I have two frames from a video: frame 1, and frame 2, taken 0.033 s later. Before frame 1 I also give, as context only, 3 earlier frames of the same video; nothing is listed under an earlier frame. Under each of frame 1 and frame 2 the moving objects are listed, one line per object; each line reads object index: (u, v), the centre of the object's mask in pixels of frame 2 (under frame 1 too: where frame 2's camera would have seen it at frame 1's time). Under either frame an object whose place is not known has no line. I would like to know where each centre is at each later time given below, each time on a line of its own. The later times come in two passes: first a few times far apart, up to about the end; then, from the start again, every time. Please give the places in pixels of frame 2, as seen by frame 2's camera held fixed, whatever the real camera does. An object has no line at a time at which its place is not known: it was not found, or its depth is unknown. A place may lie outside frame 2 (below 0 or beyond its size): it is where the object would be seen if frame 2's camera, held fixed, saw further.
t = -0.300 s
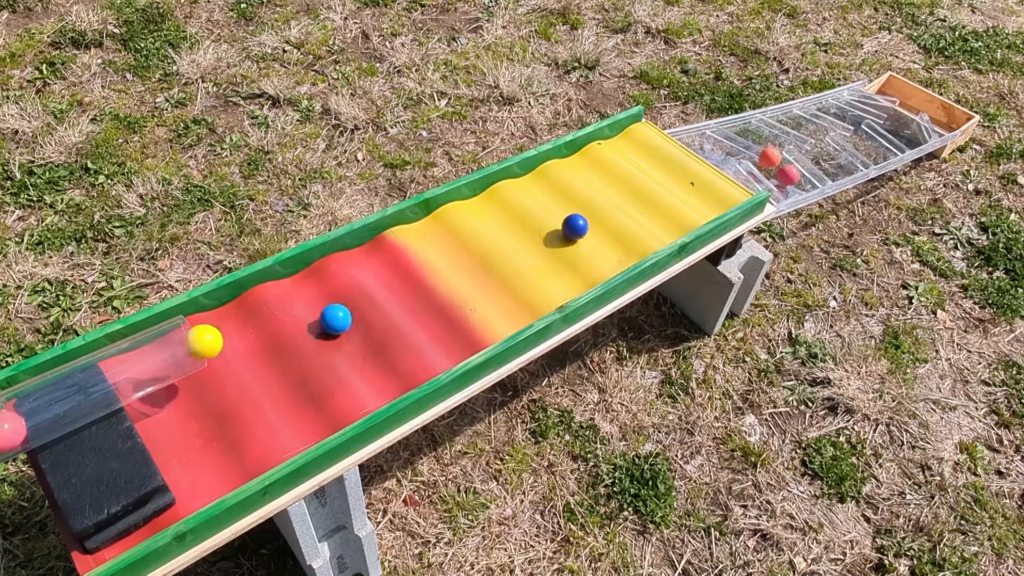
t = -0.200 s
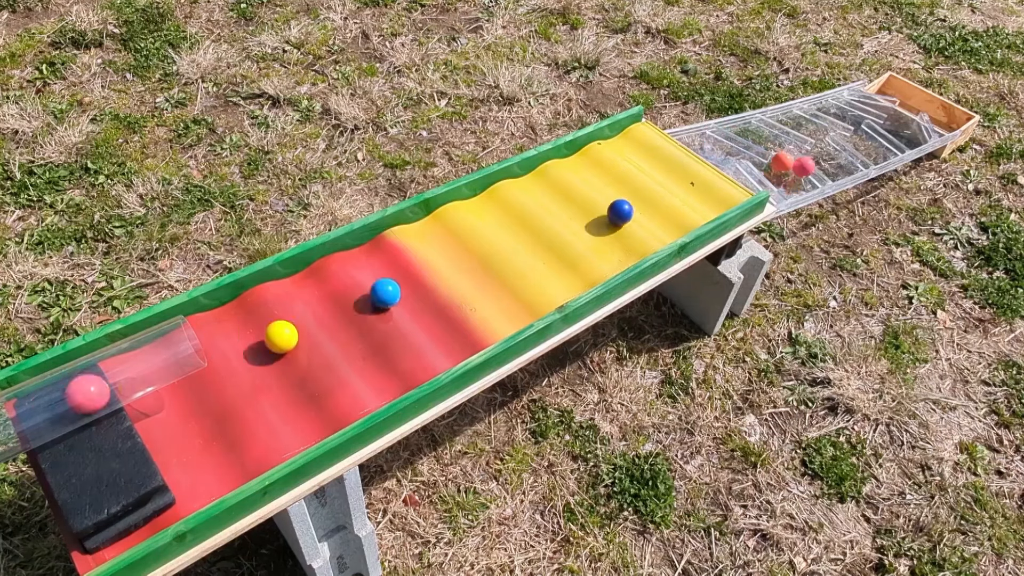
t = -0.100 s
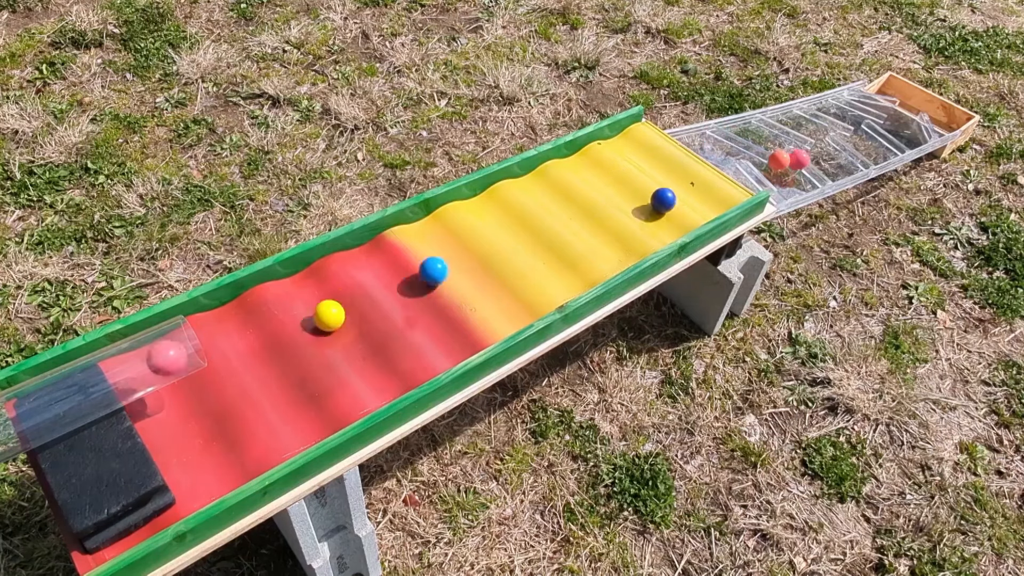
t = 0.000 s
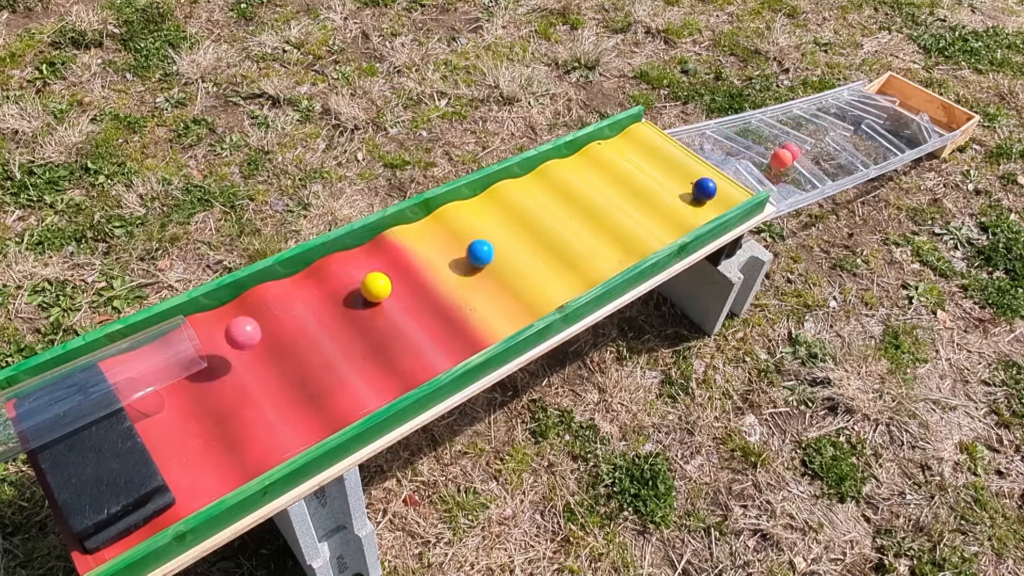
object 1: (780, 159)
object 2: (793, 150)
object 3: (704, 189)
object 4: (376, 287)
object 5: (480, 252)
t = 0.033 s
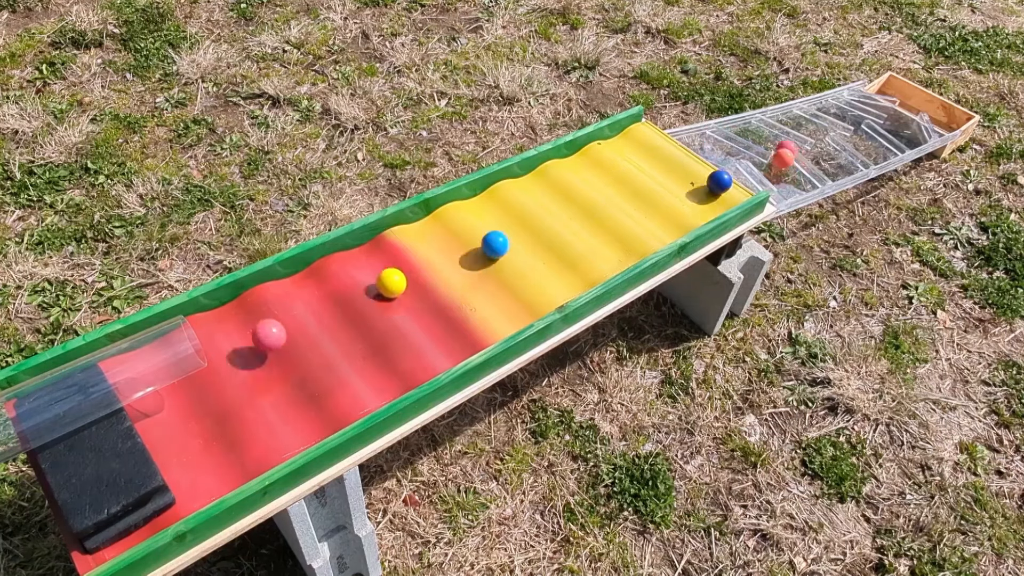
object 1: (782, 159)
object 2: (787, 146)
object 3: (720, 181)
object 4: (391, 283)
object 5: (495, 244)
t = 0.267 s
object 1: (788, 152)
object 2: (768, 127)
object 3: (793, 179)
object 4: (493, 229)
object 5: (592, 206)
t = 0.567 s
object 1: (774, 136)
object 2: (760, 119)
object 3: (787, 154)
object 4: (607, 181)
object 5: (705, 158)
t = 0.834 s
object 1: (787, 128)
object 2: (758, 118)
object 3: (772, 135)
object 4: (695, 141)
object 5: (743, 155)
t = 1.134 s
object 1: (809, 142)
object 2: (758, 118)
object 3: (780, 128)
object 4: (730, 153)
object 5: (708, 127)
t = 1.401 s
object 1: (844, 151)
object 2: (765, 121)
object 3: (794, 135)
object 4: (739, 142)
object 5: (720, 132)
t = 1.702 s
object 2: (782, 129)
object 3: (817, 145)
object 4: (752, 148)
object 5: (730, 134)
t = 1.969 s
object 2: (803, 139)
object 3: (830, 147)
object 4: (772, 159)
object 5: (733, 138)
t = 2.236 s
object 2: (833, 149)
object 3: (838, 137)
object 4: (800, 164)
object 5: (738, 142)
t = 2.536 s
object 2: (849, 151)
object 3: (819, 127)
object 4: (801, 163)
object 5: (754, 150)
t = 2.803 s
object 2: (843, 146)
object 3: (820, 116)
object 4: (802, 163)
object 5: (763, 154)
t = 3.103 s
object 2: (826, 132)
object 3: (840, 123)
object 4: (802, 163)
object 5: (761, 154)
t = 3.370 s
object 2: (811, 120)
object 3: (860, 133)
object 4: (802, 164)
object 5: (763, 155)
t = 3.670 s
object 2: (809, 112)
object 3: (881, 135)
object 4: (802, 164)
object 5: (779, 160)
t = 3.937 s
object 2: (808, 111)
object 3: (876, 130)
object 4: (799, 160)
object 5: (780, 159)
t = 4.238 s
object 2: (812, 112)
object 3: (859, 118)
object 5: (781, 159)
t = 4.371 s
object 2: (815, 113)
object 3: (852, 111)
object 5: (781, 159)
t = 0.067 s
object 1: (785, 159)
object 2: (782, 143)
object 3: (733, 176)
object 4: (407, 274)
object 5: (509, 238)
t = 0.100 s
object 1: (787, 157)
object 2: (778, 142)
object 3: (745, 174)
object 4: (422, 263)
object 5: (523, 236)
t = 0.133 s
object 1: (790, 157)
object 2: (776, 140)
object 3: (757, 171)
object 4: (436, 256)
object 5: (538, 228)
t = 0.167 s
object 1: (792, 155)
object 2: (774, 137)
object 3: (768, 173)
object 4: (450, 253)
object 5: (552, 220)
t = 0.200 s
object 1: (789, 155)
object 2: (771, 134)
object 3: (776, 178)
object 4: (466, 246)
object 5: (565, 216)
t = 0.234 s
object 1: (789, 154)
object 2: (769, 130)
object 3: (783, 182)
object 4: (479, 236)
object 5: (578, 214)
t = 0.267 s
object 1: (788, 152)
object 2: (768, 127)
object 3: (793, 179)
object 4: (493, 229)
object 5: (592, 206)
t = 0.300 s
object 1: (787, 151)
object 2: (767, 123)
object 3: (800, 180)
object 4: (506, 226)
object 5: (606, 198)
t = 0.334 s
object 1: (786, 150)
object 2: (765, 120)
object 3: (804, 181)
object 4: (521, 220)
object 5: (618, 195)
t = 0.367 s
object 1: (785, 148)
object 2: (761, 120)
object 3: (808, 178)
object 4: (534, 211)
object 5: (630, 193)
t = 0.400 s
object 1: (782, 146)
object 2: (758, 120)
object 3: (813, 173)
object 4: (546, 205)
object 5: (644, 185)
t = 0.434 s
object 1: (780, 144)
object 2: (756, 118)
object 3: (806, 164)
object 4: (558, 203)
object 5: (657, 178)
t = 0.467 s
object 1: (778, 142)
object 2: (757, 118)
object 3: (797, 161)
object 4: (571, 197)
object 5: (668, 176)
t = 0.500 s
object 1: (777, 140)
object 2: (758, 118)
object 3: (788, 159)
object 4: (584, 189)
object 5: (680, 173)
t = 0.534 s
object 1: (775, 138)
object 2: (759, 118)
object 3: (784, 155)
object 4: (596, 183)
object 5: (694, 163)
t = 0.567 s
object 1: (774, 136)
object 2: (760, 119)
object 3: (787, 154)
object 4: (607, 181)
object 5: (705, 158)
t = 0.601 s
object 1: (773, 134)
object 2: (760, 119)
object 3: (789, 152)
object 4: (619, 176)
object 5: (716, 155)
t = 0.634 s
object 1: (773, 131)
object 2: (761, 119)
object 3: (785, 150)
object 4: (631, 167)
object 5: (727, 150)
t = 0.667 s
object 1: (774, 130)
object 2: (760, 119)
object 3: (783, 149)
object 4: (643, 162)
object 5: (736, 149)
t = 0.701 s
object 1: (776, 129)
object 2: (760, 119)
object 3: (781, 146)
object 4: (652, 161)
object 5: (743, 153)
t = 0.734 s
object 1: (779, 128)
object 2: (759, 119)
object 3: (779, 144)
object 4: (664, 156)
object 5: (749, 161)
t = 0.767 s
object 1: (783, 127)
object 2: (758, 118)
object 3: (777, 141)
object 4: (676, 147)
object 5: (749, 159)
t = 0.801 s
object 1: (785, 127)
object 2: (758, 118)
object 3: (775, 139)
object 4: (686, 143)
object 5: (746, 157)
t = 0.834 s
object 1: (787, 128)
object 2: (758, 118)
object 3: (772, 135)
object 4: (695, 141)
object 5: (743, 155)
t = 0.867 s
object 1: (788, 130)
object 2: (758, 118)
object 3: (771, 132)
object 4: (705, 135)
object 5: (737, 155)
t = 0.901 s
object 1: (789, 132)
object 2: (758, 117)
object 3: (770, 129)
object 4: (712, 135)
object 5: (730, 154)
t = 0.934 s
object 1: (790, 133)
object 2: (756, 117)
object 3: (771, 128)
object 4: (719, 139)
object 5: (728, 153)
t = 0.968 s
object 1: (793, 134)
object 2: (756, 118)
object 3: (774, 128)
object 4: (723, 147)
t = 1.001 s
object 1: (796, 136)
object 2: (756, 118)
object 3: (775, 127)
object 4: (729, 154)
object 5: (722, 139)
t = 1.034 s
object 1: (800, 137)
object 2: (757, 118)
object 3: (777, 127)
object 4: (733, 153)
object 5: (722, 135)
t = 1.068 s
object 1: (803, 139)
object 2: (757, 118)
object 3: (777, 128)
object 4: (731, 151)
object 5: (719, 130)
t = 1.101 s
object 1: (806, 140)
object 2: (757, 118)
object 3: (779, 128)
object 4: (729, 152)
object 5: (715, 127)
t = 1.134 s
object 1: (809, 142)
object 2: (758, 118)
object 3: (780, 128)
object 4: (730, 153)
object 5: (708, 127)
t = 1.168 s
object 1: (813, 143)
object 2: (758, 118)
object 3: (781, 129)
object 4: (732, 154)
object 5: (709, 129)
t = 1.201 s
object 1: (816, 145)
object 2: (759, 118)
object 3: (783, 129)
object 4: (737, 156)
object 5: (711, 130)
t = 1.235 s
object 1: (820, 147)
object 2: (759, 118)
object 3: (784, 130)
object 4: (737, 145)
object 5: (712, 130)
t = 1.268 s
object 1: (824, 147)
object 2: (760, 119)
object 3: (786, 131)
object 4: (741, 142)
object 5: (715, 130)
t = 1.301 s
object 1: (829, 148)
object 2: (761, 120)
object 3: (788, 132)
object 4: (743, 139)
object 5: (716, 131)
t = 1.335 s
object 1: (834, 150)
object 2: (763, 120)
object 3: (790, 133)
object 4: (741, 140)
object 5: (717, 131)
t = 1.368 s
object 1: (839, 150)
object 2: (764, 121)
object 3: (792, 134)
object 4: (739, 142)
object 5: (719, 132)
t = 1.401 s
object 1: (844, 151)
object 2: (765, 121)
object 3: (794, 135)
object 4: (739, 142)
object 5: (720, 132)
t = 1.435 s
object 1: (848, 150)
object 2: (766, 122)
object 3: (796, 136)
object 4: (741, 141)
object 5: (721, 133)
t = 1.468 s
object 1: (848, 151)
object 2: (768, 123)
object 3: (798, 136)
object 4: (742, 141)
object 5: (723, 133)
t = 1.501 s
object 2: (769, 124)
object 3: (800, 137)
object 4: (743, 142)
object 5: (723, 134)
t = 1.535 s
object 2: (771, 125)
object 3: (803, 139)
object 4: (745, 142)
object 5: (724, 135)
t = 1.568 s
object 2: (773, 125)
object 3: (806, 140)
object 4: (746, 143)
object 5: (725, 135)
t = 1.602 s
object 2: (775, 126)
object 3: (808, 142)
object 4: (748, 144)
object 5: (726, 135)
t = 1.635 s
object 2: (777, 127)
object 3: (811, 143)
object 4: (749, 145)
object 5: (727, 134)
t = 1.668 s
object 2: (779, 128)
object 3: (814, 144)
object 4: (750, 147)
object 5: (728, 134)
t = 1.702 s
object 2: (782, 129)
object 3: (817, 145)
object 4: (752, 148)
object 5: (730, 134)
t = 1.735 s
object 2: (784, 130)
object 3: (821, 146)
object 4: (754, 149)
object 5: (729, 135)
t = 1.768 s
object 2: (787, 131)
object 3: (824, 147)
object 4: (756, 150)
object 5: (729, 135)
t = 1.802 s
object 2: (789, 132)
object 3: (829, 147)
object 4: (758, 151)
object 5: (729, 136)
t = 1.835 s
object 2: (791, 134)
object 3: (829, 148)
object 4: (760, 153)
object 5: (730, 136)
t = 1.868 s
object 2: (794, 135)
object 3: (829, 148)
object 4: (763, 154)
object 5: (730, 137)
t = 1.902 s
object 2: (797, 136)
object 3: (829, 148)
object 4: (765, 156)
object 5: (731, 137)
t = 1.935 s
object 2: (800, 137)
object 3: (830, 147)
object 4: (769, 157)
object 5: (732, 138)
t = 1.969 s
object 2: (803, 139)
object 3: (830, 147)
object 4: (772, 159)
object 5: (733, 138)
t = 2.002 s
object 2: (806, 140)
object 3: (830, 147)
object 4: (776, 160)
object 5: (733, 139)
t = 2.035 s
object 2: (808, 142)
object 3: (831, 146)
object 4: (779, 161)
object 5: (734, 139)
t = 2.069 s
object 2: (812, 143)
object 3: (832, 146)
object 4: (785, 162)
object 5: (734, 139)
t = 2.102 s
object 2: (816, 145)
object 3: (834, 145)
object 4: (790, 163)
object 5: (735, 140)
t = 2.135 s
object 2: (820, 146)
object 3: (836, 144)
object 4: (794, 164)
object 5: (735, 140)
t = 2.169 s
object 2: (824, 147)
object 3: (838, 142)
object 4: (800, 164)
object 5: (736, 141)
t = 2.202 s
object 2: (828, 148)
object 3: (840, 139)
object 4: (801, 163)
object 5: (737, 141)
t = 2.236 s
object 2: (833, 149)
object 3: (838, 137)
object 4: (800, 164)
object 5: (738, 142)
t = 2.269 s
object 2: (837, 150)
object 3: (833, 137)
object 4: (801, 164)
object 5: (739, 142)
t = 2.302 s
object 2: (842, 150)
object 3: (832, 138)
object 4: (801, 164)
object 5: (740, 143)
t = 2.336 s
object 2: (848, 151)
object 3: (831, 137)
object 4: (801, 164)
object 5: (743, 144)
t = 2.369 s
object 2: (849, 150)
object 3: (829, 135)
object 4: (802, 164)
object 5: (744, 145)
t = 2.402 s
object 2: (848, 151)
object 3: (827, 134)
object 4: (803, 164)
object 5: (746, 145)
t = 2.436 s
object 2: (848, 151)
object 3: (826, 132)
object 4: (803, 164)
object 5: (748, 146)
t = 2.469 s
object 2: (849, 151)
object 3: (823, 131)
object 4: (803, 164)
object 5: (750, 147)
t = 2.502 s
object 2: (849, 151)
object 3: (821, 129)
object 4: (802, 163)
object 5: (752, 149)
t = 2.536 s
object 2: (849, 151)
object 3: (819, 127)
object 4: (801, 163)
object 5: (754, 150)
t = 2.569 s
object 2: (849, 151)
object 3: (817, 125)
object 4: (801, 163)
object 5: (757, 151)
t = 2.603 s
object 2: (849, 151)
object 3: (816, 123)
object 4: (801, 163)
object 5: (759, 152)
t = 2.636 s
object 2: (848, 150)
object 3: (815, 121)
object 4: (801, 163)
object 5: (761, 153)
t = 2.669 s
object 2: (847, 150)
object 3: (814, 118)
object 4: (801, 163)
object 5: (761, 154)
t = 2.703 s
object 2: (847, 149)
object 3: (814, 116)
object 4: (801, 163)
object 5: (762, 154)
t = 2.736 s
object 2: (845, 148)
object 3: (817, 115)
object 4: (801, 163)
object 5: (762, 154)
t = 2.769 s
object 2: (844, 147)
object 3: (819, 115)
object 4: (802, 163)
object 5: (763, 154)
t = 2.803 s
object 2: (843, 146)
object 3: (820, 116)
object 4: (802, 163)
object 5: (763, 154)
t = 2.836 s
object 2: (842, 145)
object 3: (822, 117)
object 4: (802, 163)
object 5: (762, 154)
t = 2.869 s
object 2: (840, 144)
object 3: (823, 118)
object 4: (802, 163)
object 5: (762, 154)
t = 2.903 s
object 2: (838, 143)
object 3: (826, 118)
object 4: (802, 163)
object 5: (762, 154)
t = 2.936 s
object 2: (836, 141)
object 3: (828, 119)
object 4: (802, 163)
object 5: (762, 154)
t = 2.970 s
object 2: (835, 139)
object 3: (830, 120)
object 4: (802, 163)
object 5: (761, 154)
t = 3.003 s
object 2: (832, 138)
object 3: (832, 121)
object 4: (802, 163)
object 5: (761, 154)
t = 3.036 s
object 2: (830, 136)
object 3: (835, 121)
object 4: (802, 163)
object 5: (761, 154)
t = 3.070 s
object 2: (828, 134)
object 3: (837, 122)
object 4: (802, 163)
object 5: (761, 154)
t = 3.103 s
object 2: (826, 132)
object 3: (840, 123)
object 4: (802, 163)
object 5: (761, 154)
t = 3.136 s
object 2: (823, 130)
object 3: (842, 125)
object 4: (802, 163)
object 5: (761, 154)
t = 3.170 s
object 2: (821, 128)
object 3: (844, 127)
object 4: (802, 163)
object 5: (761, 154)
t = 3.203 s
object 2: (819, 126)
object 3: (846, 128)
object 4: (802, 163)
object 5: (762, 154)
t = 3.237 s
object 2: (817, 124)
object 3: (849, 129)
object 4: (802, 164)
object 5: (761, 154)
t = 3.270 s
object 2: (817, 122)
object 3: (851, 130)
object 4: (802, 164)
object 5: (761, 154)
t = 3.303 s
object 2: (815, 121)
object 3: (854, 131)
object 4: (802, 164)
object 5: (762, 155)
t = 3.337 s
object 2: (813, 121)
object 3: (857, 132)
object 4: (802, 164)
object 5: (763, 155)
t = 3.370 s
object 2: (811, 120)
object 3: (860, 133)
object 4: (802, 164)
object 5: (763, 155)
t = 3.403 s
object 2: (810, 119)
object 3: (863, 134)
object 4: (802, 164)
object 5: (764, 156)
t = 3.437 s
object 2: (810, 118)
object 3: (867, 134)
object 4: (803, 164)
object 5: (765, 156)
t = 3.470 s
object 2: (809, 117)
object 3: (871, 134)
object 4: (803, 165)
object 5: (766, 157)
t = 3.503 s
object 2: (809, 116)
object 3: (875, 135)
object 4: (803, 165)
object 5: (768, 157)
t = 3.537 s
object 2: (809, 115)
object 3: (879, 135)
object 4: (803, 165)
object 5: (770, 157)
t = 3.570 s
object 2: (809, 114)
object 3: (882, 134)
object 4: (803, 165)
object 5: (771, 158)
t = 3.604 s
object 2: (810, 112)
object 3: (881, 135)
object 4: (803, 164)
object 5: (773, 159)
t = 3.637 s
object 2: (809, 112)
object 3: (881, 135)
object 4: (802, 164)
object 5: (775, 159)
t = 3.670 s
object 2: (809, 112)
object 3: (881, 135)
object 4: (802, 164)
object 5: (779, 160)
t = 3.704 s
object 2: (808, 111)
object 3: (881, 134)
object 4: (802, 163)
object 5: (782, 160)
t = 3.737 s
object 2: (808, 111)
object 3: (881, 134)
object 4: (801, 163)
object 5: (781, 159)
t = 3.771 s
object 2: (808, 111)
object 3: (881, 134)
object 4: (801, 161)
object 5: (781, 159)
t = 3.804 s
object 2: (808, 111)
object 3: (880, 133)
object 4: (800, 161)
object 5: (781, 159)
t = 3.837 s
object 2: (807, 111)
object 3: (879, 133)
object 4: (800, 161)
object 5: (781, 158)
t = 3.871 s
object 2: (807, 111)
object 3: (878, 131)
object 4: (799, 161)
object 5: (780, 159)
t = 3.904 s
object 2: (807, 111)
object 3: (877, 131)
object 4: (799, 161)
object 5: (781, 158)
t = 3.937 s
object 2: (808, 111)
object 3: (876, 130)
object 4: (799, 160)
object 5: (780, 159)
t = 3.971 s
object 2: (808, 111)
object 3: (875, 129)
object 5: (781, 159)
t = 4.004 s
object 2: (808, 111)
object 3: (874, 127)
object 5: (781, 159)
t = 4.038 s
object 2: (808, 111)
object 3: (874, 125)
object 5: (781, 159)
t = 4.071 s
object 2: (809, 111)
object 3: (872, 123)
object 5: (781, 159)
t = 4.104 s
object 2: (809, 111)
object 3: (869, 121)
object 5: (781, 159)
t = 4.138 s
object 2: (810, 112)
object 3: (865, 121)
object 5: (781, 159)
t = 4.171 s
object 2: (810, 112)
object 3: (863, 121)
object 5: (781, 159)
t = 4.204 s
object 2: (811, 112)
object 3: (861, 120)
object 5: (781, 159)
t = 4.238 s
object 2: (812, 112)
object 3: (859, 118)
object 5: (781, 159)
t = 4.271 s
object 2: (813, 112)
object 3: (857, 116)
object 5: (781, 159)
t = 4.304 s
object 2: (813, 113)
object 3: (855, 115)
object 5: (781, 159)
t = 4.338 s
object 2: (814, 113)
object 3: (853, 113)
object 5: (781, 159)
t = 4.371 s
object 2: (815, 113)
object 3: (852, 111)
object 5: (781, 159)
